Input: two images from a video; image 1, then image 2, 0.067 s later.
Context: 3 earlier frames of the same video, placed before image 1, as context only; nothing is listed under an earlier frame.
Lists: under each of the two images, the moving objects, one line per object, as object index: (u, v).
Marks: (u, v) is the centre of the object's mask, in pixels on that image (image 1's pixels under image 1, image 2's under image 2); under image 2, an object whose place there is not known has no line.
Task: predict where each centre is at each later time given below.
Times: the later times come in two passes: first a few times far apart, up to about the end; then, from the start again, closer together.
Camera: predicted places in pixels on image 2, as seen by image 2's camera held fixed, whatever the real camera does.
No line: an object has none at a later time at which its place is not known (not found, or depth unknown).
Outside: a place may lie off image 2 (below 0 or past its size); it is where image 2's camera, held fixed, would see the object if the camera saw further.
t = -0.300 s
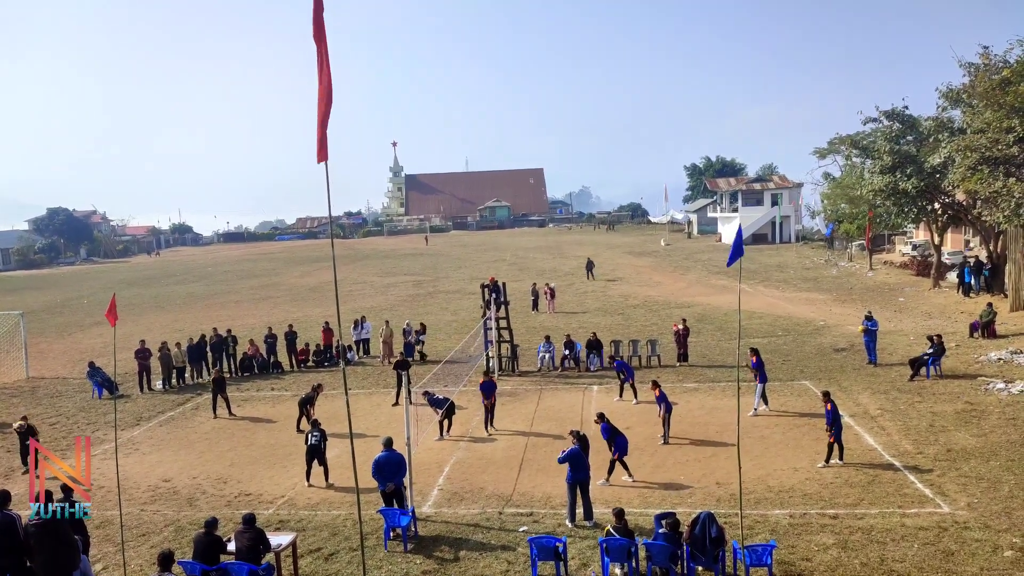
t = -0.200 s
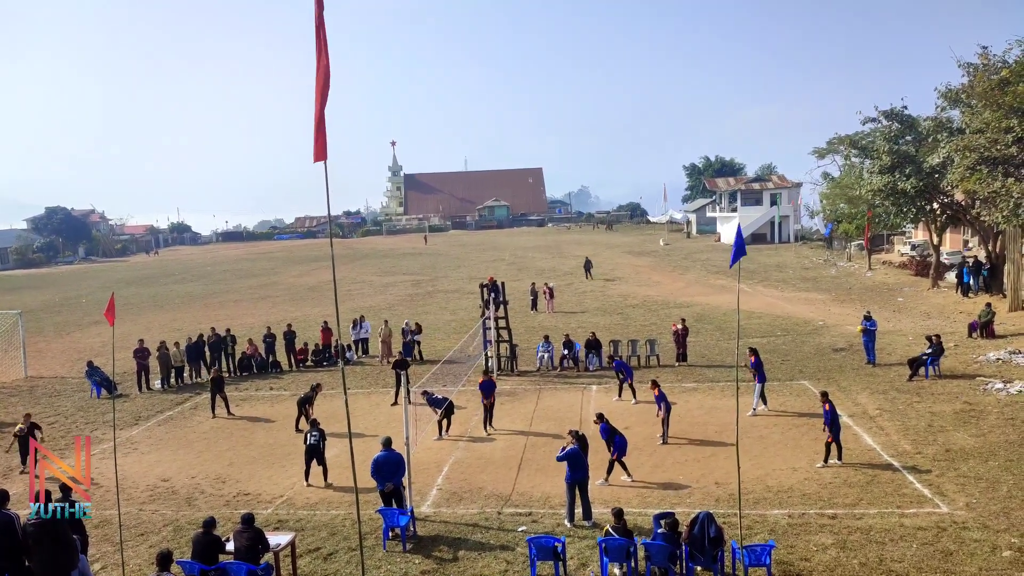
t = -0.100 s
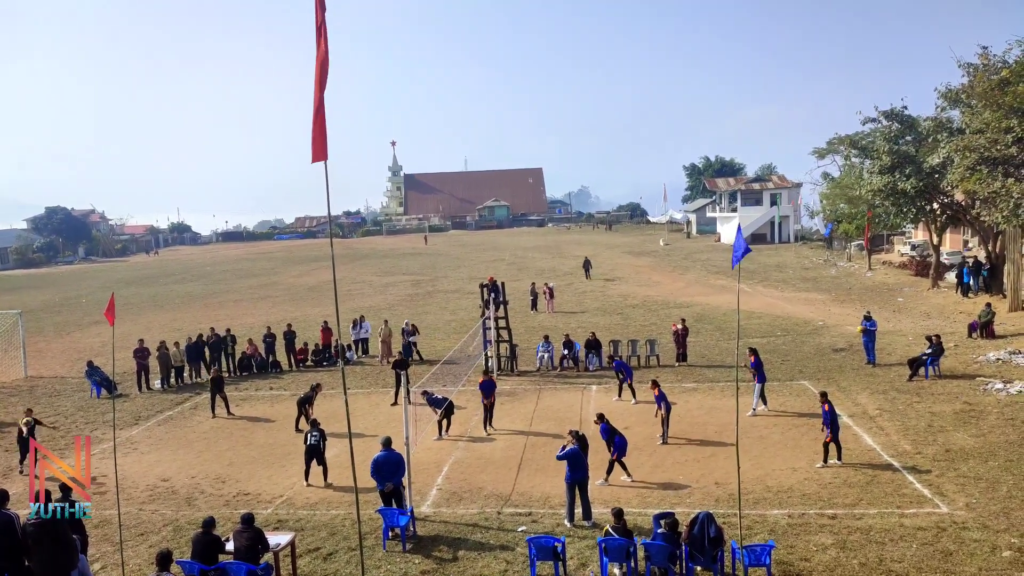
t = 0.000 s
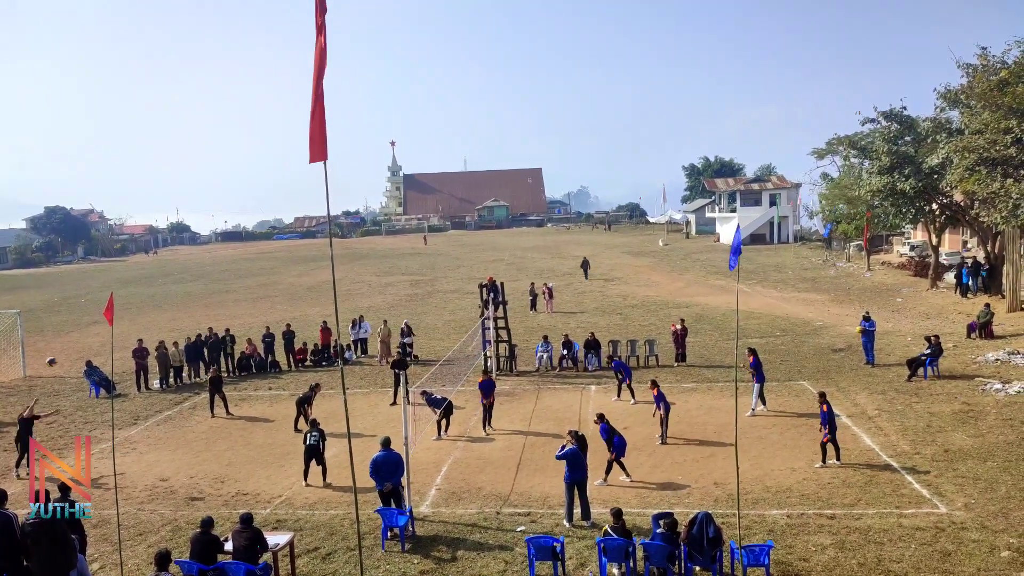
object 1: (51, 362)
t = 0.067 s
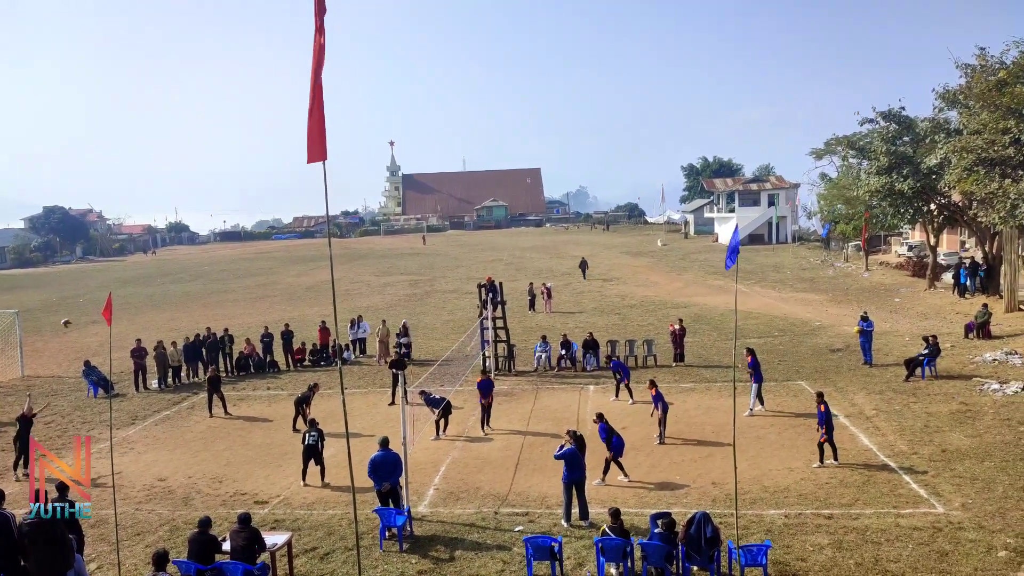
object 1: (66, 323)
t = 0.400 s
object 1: (154, 165)
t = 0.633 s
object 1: (218, 86)
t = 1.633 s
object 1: (498, 71)
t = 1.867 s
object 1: (562, 147)
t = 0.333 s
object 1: (136, 193)
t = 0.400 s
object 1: (154, 165)
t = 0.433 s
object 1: (163, 152)
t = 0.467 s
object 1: (173, 139)
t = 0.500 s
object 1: (181, 128)
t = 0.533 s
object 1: (190, 117)
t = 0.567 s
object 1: (200, 106)
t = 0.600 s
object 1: (209, 95)
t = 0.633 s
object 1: (218, 86)
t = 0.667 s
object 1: (229, 78)
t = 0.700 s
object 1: (238, 69)
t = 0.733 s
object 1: (248, 62)
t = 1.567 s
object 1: (480, 55)
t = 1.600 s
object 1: (489, 63)
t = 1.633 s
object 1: (498, 71)
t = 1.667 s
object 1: (507, 80)
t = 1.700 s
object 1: (517, 90)
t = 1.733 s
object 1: (526, 100)
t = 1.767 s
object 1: (535, 111)
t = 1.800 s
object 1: (544, 122)
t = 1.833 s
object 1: (553, 134)
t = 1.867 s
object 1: (562, 147)
